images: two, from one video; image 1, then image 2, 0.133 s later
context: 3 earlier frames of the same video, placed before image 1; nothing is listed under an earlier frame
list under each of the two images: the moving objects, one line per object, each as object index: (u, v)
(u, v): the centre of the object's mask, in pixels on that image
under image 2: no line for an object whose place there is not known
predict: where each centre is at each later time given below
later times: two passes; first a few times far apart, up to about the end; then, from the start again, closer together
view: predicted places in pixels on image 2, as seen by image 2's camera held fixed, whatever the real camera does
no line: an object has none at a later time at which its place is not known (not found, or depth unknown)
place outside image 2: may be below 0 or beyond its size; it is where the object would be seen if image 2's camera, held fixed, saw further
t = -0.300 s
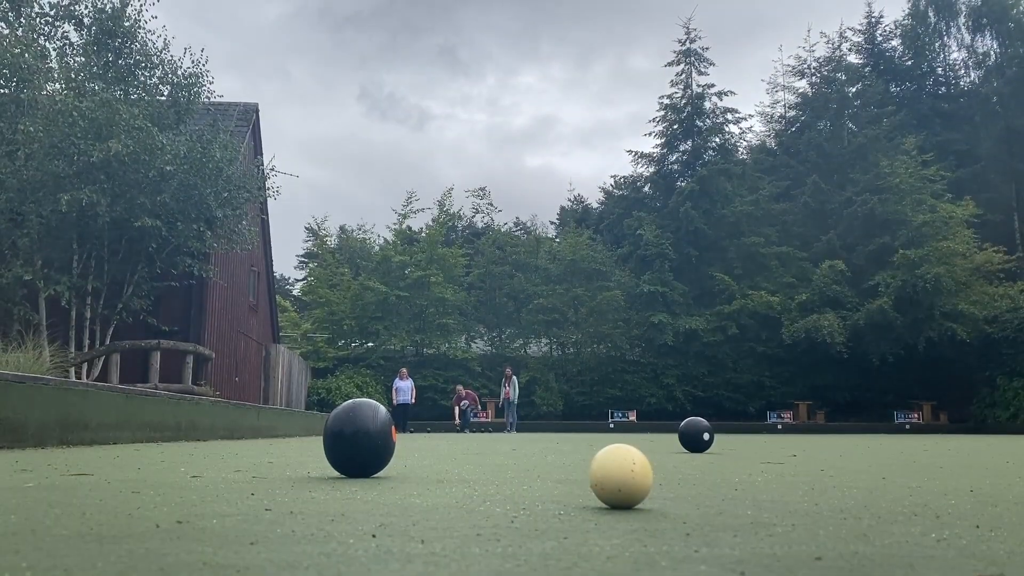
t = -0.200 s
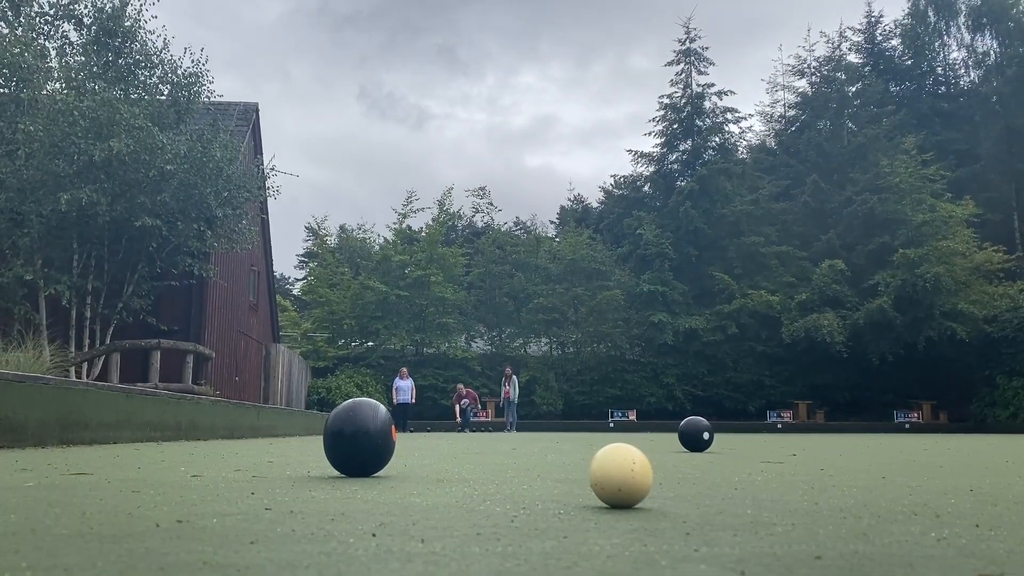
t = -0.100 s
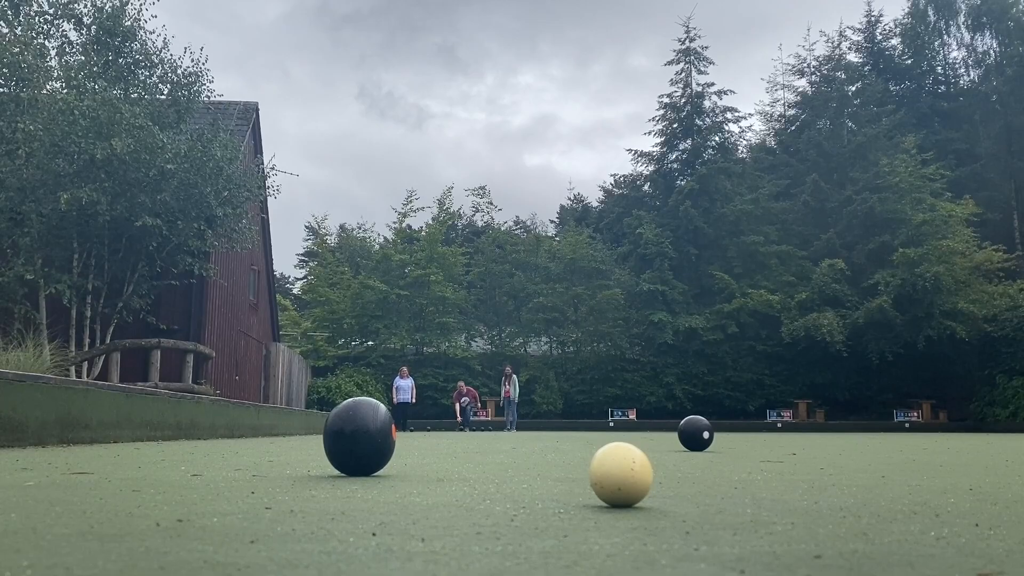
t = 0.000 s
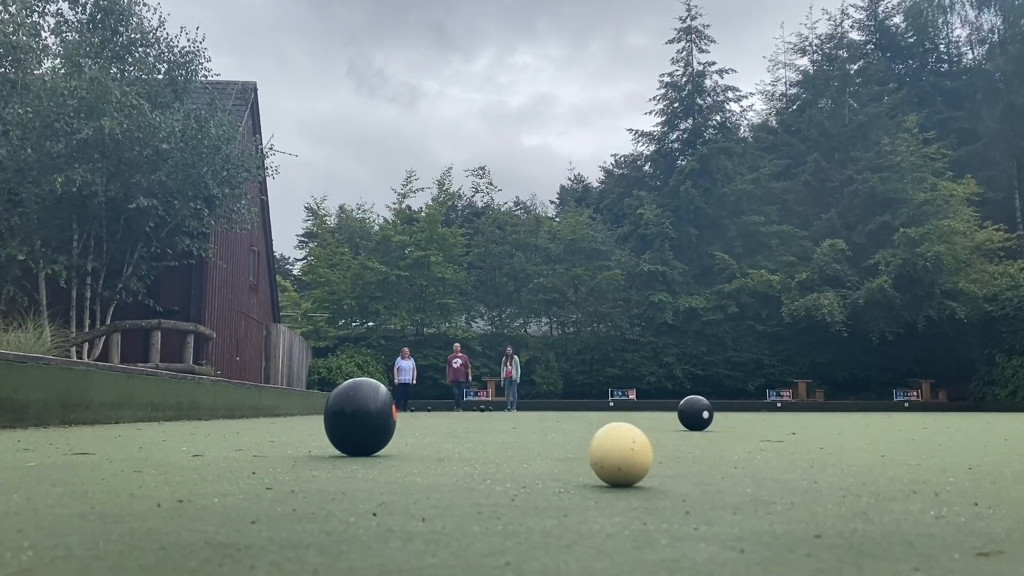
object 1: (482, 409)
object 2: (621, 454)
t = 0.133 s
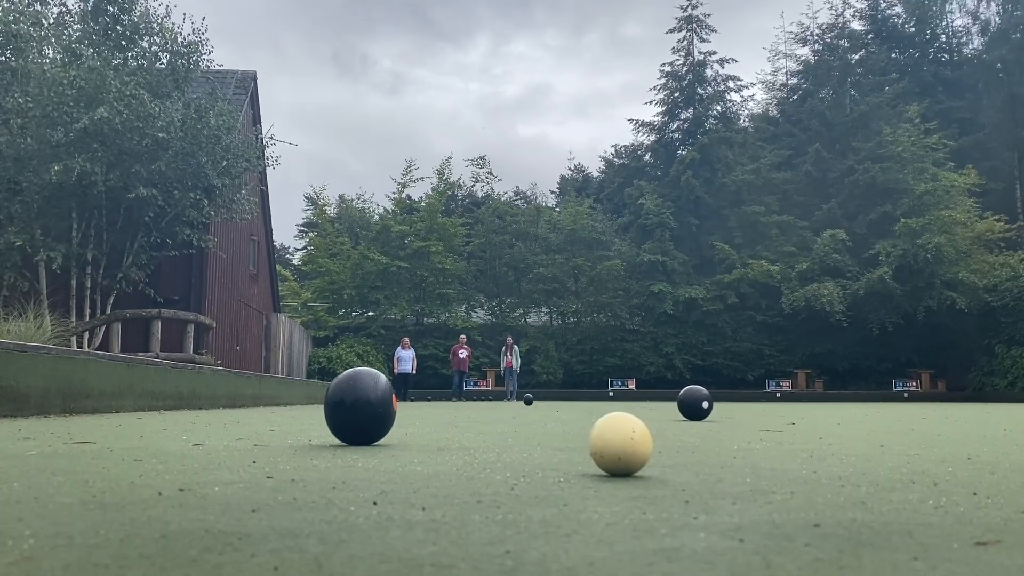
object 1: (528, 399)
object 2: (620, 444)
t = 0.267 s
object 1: (571, 400)
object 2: (620, 444)
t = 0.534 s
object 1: (583, 402)
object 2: (620, 444)
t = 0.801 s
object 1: (588, 401)
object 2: (620, 444)
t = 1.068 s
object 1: (594, 400)
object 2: (620, 444)
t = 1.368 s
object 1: (599, 398)
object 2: (620, 444)
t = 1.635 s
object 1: (602, 397)
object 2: (620, 444)
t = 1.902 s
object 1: (603, 397)
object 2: (620, 444)
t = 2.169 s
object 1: (596, 399)
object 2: (620, 444)
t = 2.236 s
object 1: (589, 404)
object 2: (635, 439)
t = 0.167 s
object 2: (620, 444)
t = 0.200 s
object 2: (620, 444)
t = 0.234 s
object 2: (620, 444)
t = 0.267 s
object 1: (571, 400)
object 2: (620, 444)
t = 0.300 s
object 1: (580, 401)
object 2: (620, 444)
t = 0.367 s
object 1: (581, 402)
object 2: (620, 444)
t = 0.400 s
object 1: (581, 402)
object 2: (620, 444)
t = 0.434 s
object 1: (582, 402)
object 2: (620, 444)
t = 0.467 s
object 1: (582, 402)
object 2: (620, 444)
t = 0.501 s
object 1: (582, 401)
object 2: (620, 444)
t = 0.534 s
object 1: (583, 402)
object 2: (620, 444)
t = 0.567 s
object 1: (584, 401)
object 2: (620, 444)
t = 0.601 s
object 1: (584, 402)
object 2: (620, 444)
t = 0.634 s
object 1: (585, 402)
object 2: (620, 444)
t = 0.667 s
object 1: (586, 402)
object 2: (620, 444)
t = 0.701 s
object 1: (586, 402)
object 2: (620, 444)
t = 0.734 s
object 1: (587, 402)
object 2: (620, 444)
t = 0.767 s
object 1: (588, 402)
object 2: (620, 444)
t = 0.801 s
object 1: (588, 401)
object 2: (620, 444)
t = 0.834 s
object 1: (589, 401)
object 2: (620, 444)
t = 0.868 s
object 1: (590, 401)
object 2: (620, 444)
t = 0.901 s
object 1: (590, 401)
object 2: (620, 444)
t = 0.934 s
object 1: (591, 401)
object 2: (620, 444)
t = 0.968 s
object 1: (592, 401)
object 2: (620, 444)
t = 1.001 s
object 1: (593, 400)
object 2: (620, 444)
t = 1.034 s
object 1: (593, 400)
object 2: (620, 444)
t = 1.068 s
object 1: (594, 400)
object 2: (620, 444)
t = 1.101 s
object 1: (595, 400)
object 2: (620, 444)
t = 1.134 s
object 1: (595, 400)
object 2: (620, 444)
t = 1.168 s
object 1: (596, 399)
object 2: (620, 444)
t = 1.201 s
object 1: (596, 399)
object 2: (620, 444)
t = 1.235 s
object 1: (597, 399)
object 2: (620, 444)
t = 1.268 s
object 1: (597, 399)
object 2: (620, 444)
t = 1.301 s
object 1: (598, 399)
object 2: (620, 444)
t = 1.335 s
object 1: (598, 398)
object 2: (620, 444)
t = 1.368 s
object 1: (599, 398)
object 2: (620, 444)
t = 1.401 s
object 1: (599, 399)
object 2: (620, 444)
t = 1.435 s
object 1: (600, 398)
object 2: (620, 444)
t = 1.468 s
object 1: (600, 398)
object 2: (620, 444)
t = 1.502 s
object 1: (600, 398)
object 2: (620, 444)
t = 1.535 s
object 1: (601, 398)
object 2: (620, 444)
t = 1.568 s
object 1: (601, 397)
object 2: (620, 444)
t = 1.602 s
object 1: (602, 397)
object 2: (620, 444)
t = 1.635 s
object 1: (602, 397)
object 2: (620, 444)
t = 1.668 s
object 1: (603, 397)
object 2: (620, 444)
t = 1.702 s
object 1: (603, 396)
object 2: (620, 444)
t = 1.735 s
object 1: (604, 396)
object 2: (620, 444)
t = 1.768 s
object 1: (604, 396)
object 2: (620, 444)
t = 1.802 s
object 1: (604, 396)
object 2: (620, 444)
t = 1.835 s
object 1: (604, 396)
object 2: (620, 444)
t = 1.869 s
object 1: (603, 397)
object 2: (620, 444)
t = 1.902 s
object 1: (603, 397)
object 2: (620, 444)
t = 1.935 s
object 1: (602, 397)
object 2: (620, 444)
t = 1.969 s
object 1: (602, 397)
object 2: (620, 444)
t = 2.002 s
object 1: (601, 397)
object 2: (620, 444)
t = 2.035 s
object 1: (600, 397)
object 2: (620, 444)
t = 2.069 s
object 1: (600, 397)
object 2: (620, 444)
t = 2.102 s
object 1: (599, 397)
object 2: (620, 444)
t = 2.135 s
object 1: (597, 398)
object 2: (620, 444)
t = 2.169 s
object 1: (596, 399)
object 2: (620, 444)
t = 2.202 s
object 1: (592, 401)
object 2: (626, 440)
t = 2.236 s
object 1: (589, 404)
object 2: (635, 439)
